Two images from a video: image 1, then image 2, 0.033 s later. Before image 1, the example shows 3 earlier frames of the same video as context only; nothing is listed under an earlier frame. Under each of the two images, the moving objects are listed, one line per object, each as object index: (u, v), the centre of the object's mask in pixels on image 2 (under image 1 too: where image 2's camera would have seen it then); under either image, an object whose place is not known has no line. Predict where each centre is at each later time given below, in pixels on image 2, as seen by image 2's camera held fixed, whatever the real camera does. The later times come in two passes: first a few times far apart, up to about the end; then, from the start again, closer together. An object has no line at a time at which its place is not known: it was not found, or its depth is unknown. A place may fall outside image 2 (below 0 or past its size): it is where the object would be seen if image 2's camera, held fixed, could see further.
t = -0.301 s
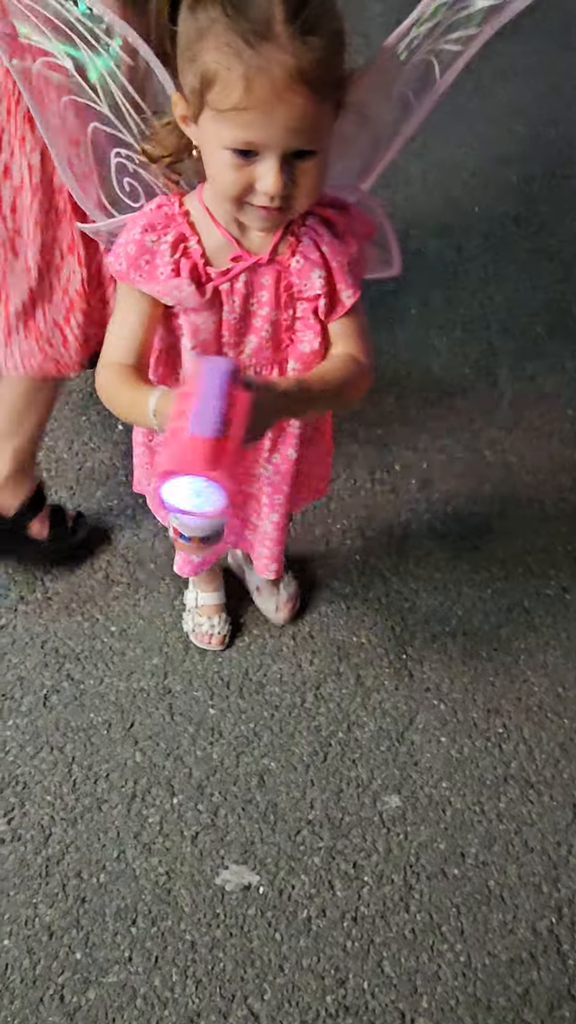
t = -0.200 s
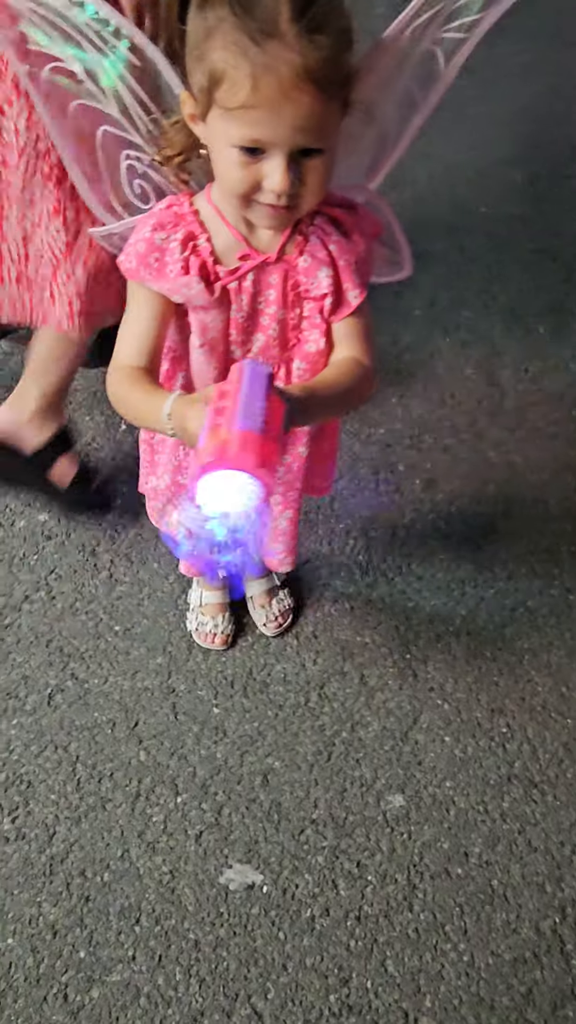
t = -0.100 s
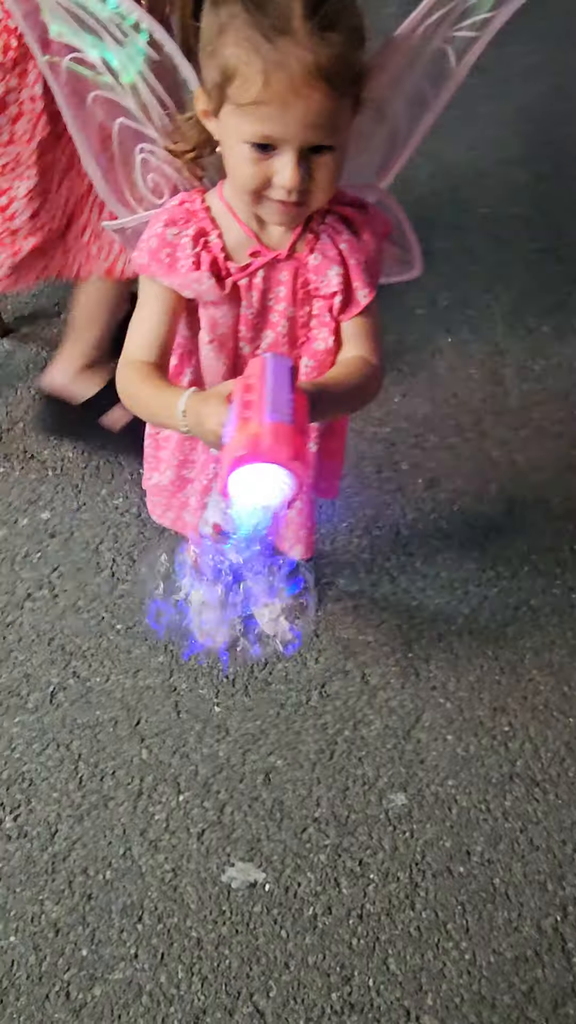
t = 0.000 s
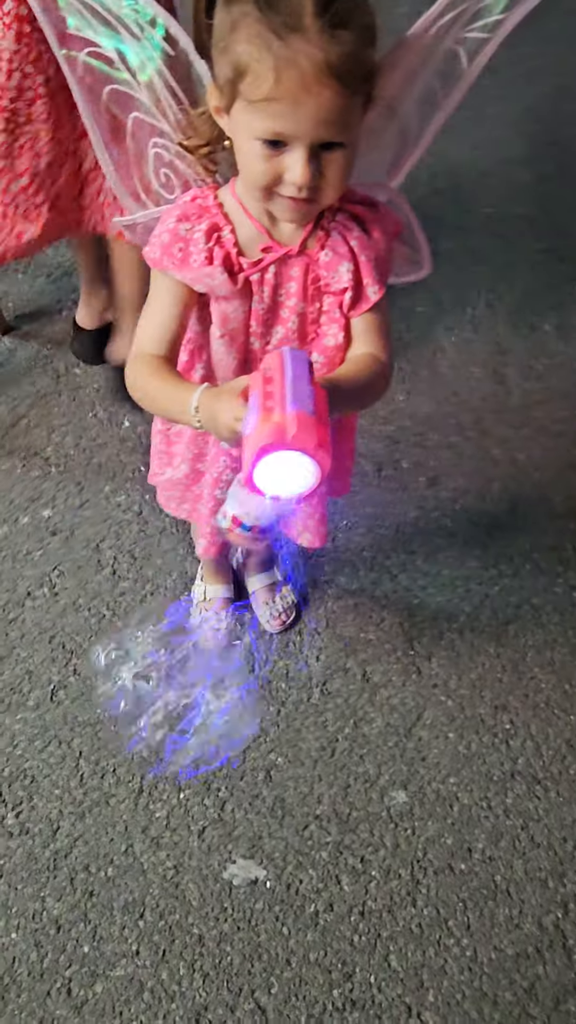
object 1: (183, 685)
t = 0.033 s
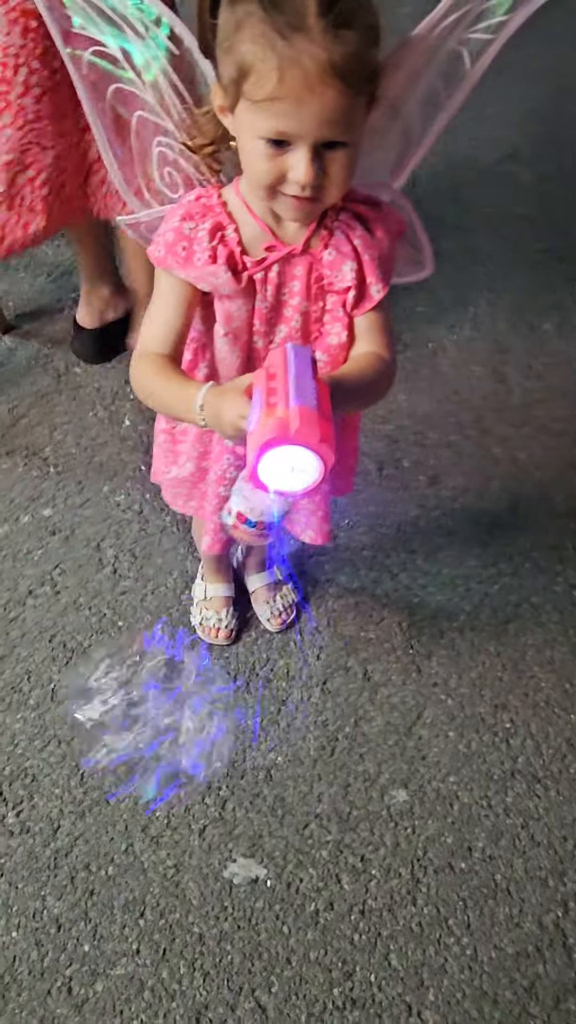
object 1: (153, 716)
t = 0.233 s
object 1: (73, 798)
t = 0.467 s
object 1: (105, 801)
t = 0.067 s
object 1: (129, 743)
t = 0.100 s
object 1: (111, 763)
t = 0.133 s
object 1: (88, 775)
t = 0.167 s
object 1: (80, 785)
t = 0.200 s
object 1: (76, 795)
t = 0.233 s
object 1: (73, 798)
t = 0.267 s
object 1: (71, 800)
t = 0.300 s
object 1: (71, 800)
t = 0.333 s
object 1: (74, 801)
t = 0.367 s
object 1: (79, 802)
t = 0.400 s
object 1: (86, 808)
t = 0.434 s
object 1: (95, 802)
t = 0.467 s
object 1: (105, 801)
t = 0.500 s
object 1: (115, 800)
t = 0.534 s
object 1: (125, 798)
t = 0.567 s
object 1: (136, 798)
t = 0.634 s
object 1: (157, 797)
